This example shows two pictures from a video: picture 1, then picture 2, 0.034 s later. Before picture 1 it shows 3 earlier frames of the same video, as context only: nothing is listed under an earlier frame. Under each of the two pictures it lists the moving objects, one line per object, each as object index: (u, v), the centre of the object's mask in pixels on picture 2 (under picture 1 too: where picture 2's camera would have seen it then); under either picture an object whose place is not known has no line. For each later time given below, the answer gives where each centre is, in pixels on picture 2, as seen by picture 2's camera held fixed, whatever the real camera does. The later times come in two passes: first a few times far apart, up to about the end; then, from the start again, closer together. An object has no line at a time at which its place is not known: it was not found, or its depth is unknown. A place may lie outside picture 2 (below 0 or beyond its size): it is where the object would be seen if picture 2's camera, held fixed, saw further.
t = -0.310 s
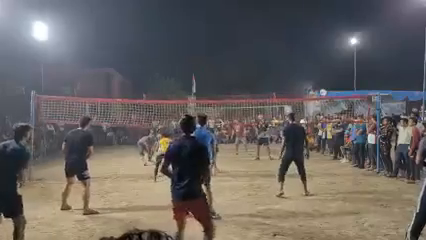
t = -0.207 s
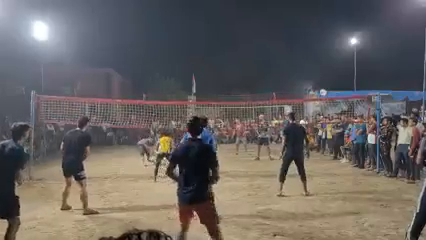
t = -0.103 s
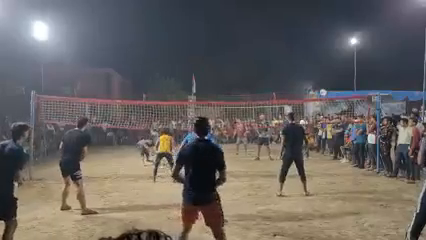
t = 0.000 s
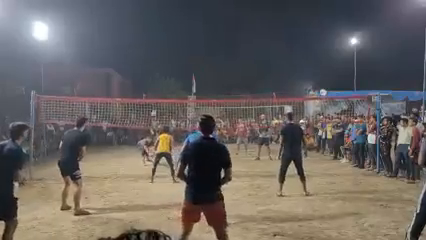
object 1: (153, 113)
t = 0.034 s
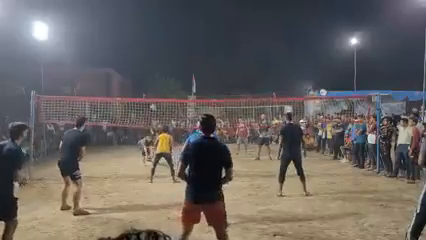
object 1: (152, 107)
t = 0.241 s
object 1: (148, 70)
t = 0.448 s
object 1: (142, 38)
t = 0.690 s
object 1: (132, 16)
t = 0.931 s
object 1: (118, 13)
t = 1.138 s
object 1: (101, 37)
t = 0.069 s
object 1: (152, 102)
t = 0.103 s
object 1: (151, 94)
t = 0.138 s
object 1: (150, 88)
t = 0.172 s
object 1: (150, 82)
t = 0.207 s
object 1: (149, 76)
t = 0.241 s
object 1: (148, 70)
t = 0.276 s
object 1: (147, 63)
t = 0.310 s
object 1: (146, 58)
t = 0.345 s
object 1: (145, 52)
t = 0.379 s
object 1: (144, 47)
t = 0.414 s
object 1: (143, 43)
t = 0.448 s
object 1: (142, 38)
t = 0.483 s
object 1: (140, 34)
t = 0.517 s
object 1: (139, 30)
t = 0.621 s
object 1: (135, 20)
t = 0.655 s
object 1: (133, 18)
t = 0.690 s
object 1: (132, 16)
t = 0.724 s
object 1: (130, 14)
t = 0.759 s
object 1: (128, 11)
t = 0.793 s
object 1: (126, 11)
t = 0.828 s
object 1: (124, 10)
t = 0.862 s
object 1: (122, 10)
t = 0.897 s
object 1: (120, 12)
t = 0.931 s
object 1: (118, 13)
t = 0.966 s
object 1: (115, 15)
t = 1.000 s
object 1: (113, 17)
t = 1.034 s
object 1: (110, 21)
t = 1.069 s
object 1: (107, 26)
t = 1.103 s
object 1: (104, 31)
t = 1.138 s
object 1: (101, 37)
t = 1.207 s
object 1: (94, 53)
